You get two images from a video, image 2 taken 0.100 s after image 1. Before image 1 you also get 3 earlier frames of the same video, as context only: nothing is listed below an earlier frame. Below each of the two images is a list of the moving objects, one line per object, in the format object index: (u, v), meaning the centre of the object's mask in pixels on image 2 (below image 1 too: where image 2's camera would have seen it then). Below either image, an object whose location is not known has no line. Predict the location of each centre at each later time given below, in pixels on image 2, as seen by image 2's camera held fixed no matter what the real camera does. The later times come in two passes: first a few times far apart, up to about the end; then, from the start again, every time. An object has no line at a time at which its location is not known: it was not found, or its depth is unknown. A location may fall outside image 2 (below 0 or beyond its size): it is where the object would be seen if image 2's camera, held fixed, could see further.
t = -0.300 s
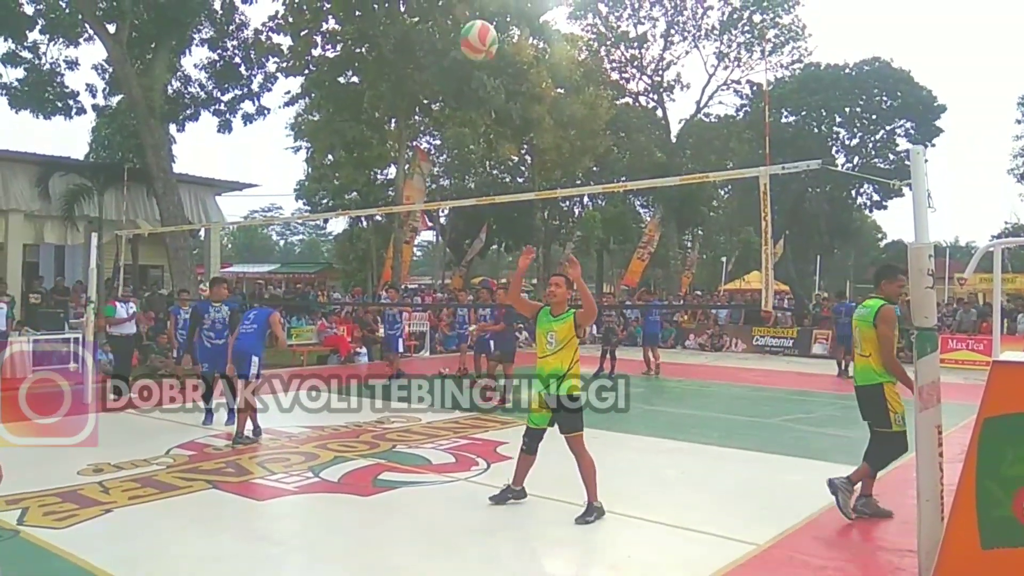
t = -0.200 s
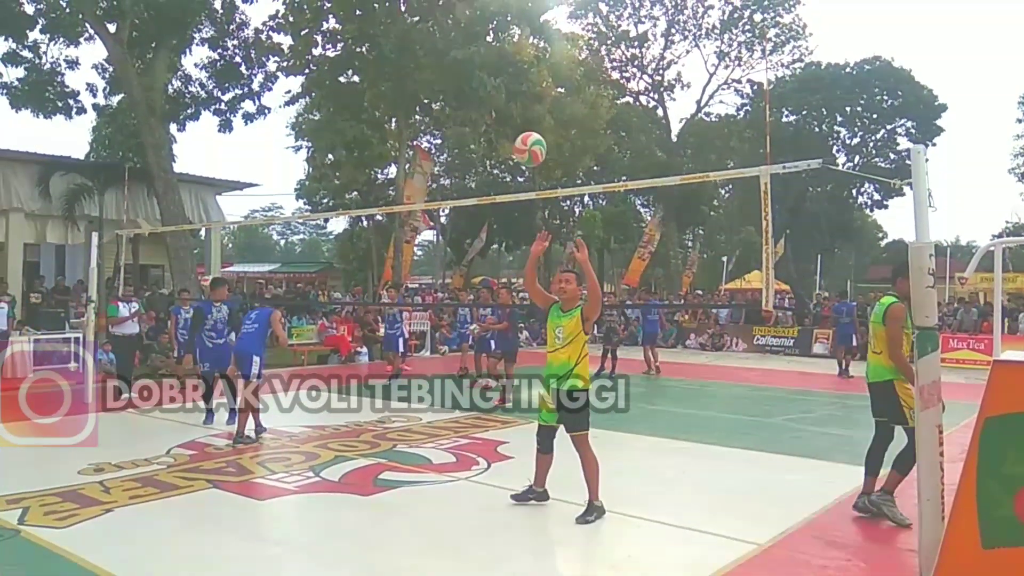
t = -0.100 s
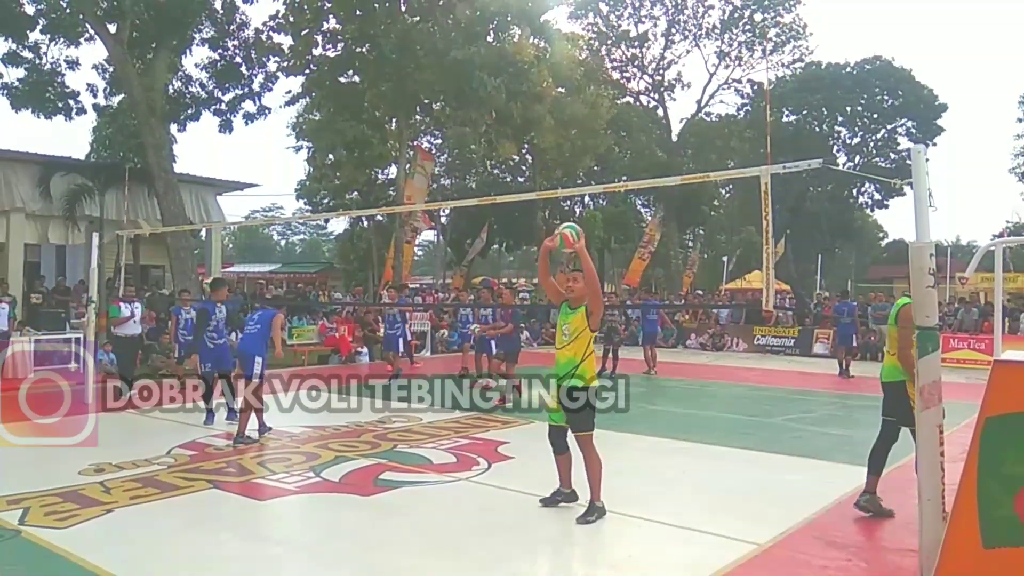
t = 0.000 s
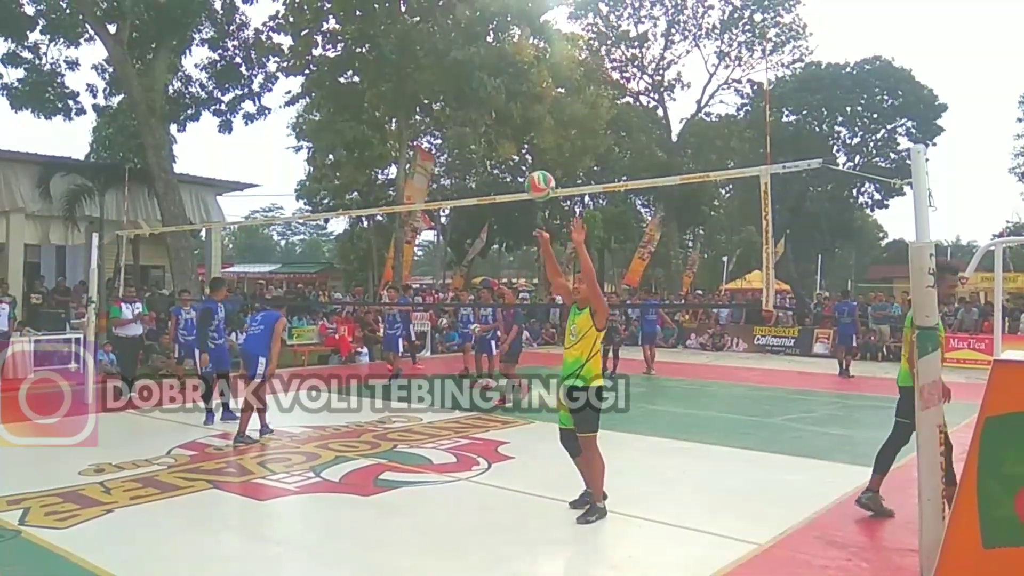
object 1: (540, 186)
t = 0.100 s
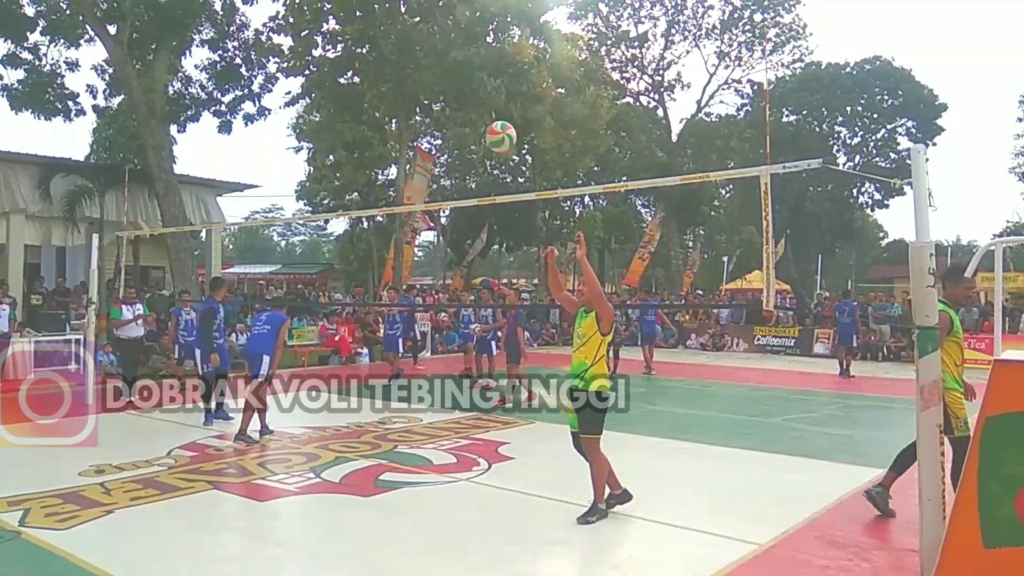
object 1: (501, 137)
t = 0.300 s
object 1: (419, 79)
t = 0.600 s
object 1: (290, 106)
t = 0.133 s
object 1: (487, 123)
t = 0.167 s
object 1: (474, 111)
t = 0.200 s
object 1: (460, 101)
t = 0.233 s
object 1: (447, 92)
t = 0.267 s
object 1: (433, 85)
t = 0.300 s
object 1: (419, 79)
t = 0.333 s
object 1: (405, 75)
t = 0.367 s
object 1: (391, 72)
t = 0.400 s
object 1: (377, 72)
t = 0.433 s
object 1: (362, 73)
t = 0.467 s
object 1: (348, 76)
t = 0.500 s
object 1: (333, 80)
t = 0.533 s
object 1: (319, 87)
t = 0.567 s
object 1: (304, 95)
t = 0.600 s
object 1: (290, 106)
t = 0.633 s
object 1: (274, 118)
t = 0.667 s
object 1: (258, 133)
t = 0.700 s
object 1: (243, 150)
